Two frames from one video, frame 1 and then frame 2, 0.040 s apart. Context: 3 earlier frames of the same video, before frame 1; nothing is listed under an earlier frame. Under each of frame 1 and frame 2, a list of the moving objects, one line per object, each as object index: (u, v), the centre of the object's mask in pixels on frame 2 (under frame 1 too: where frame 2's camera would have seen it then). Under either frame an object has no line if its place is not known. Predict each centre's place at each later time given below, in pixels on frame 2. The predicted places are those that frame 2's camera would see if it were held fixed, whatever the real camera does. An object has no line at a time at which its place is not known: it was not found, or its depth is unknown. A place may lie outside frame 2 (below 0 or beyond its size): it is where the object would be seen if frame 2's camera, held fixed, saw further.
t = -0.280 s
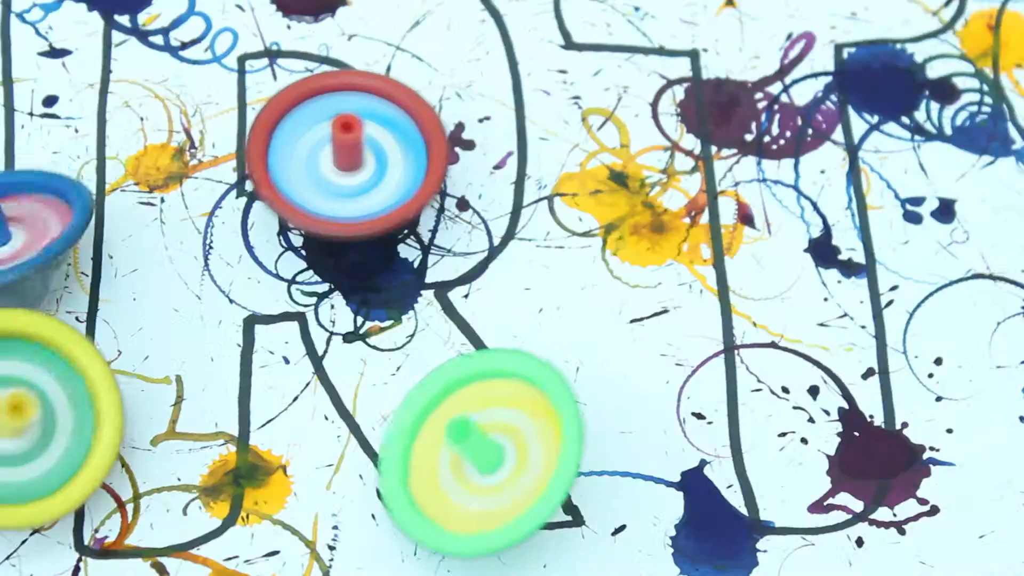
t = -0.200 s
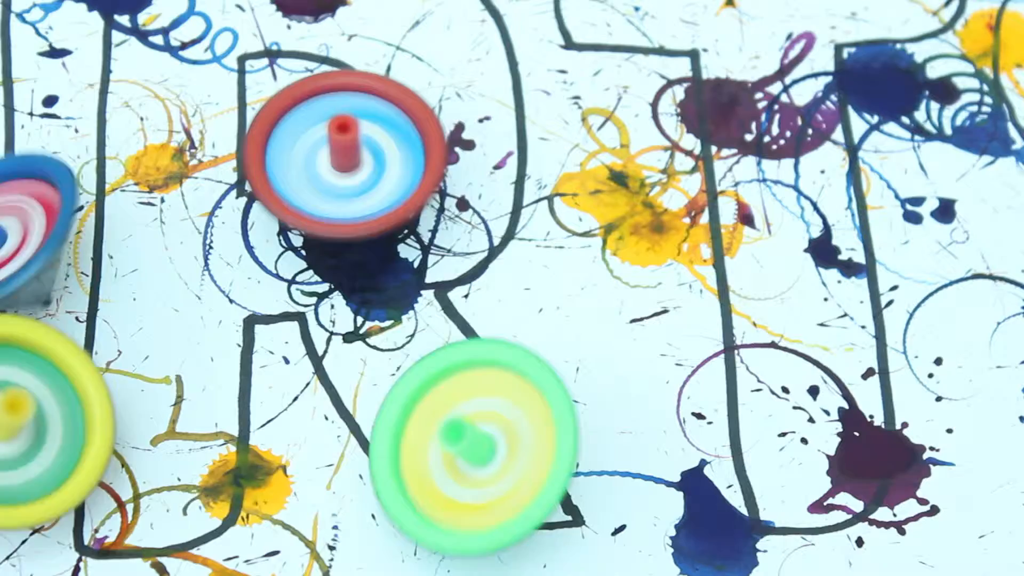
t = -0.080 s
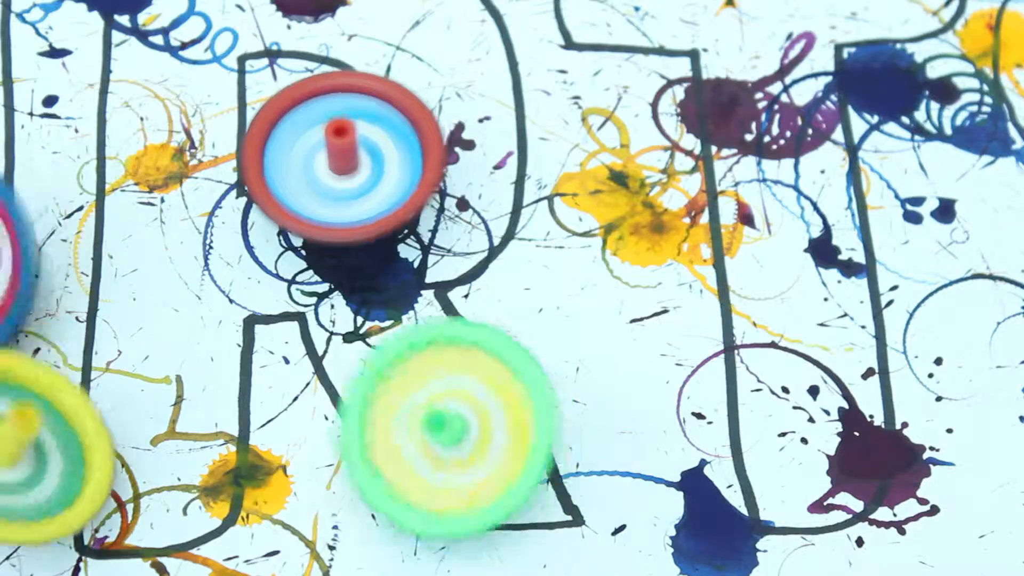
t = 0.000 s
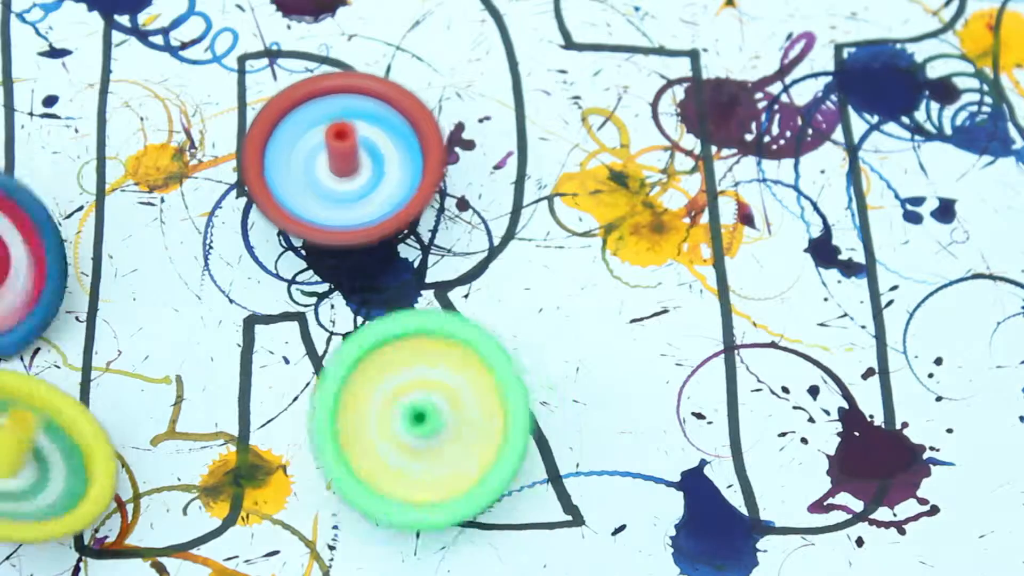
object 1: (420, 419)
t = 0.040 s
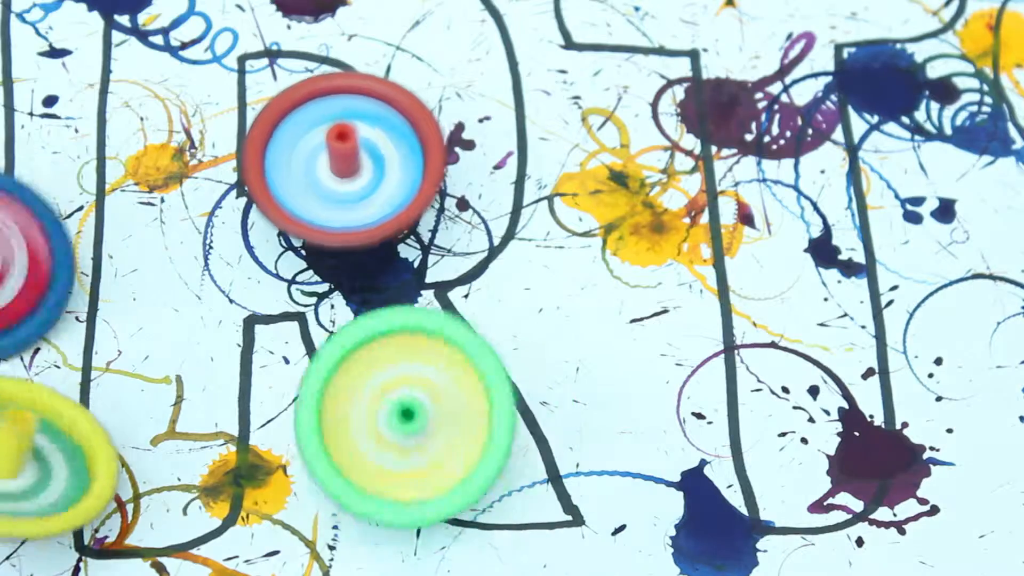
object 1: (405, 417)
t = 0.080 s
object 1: (392, 416)
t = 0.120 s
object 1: (378, 417)
